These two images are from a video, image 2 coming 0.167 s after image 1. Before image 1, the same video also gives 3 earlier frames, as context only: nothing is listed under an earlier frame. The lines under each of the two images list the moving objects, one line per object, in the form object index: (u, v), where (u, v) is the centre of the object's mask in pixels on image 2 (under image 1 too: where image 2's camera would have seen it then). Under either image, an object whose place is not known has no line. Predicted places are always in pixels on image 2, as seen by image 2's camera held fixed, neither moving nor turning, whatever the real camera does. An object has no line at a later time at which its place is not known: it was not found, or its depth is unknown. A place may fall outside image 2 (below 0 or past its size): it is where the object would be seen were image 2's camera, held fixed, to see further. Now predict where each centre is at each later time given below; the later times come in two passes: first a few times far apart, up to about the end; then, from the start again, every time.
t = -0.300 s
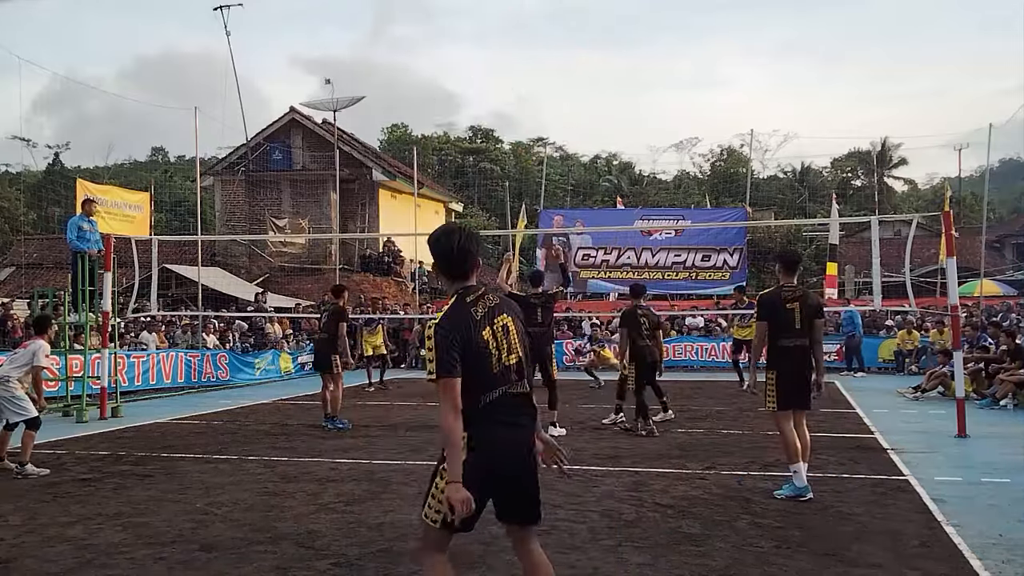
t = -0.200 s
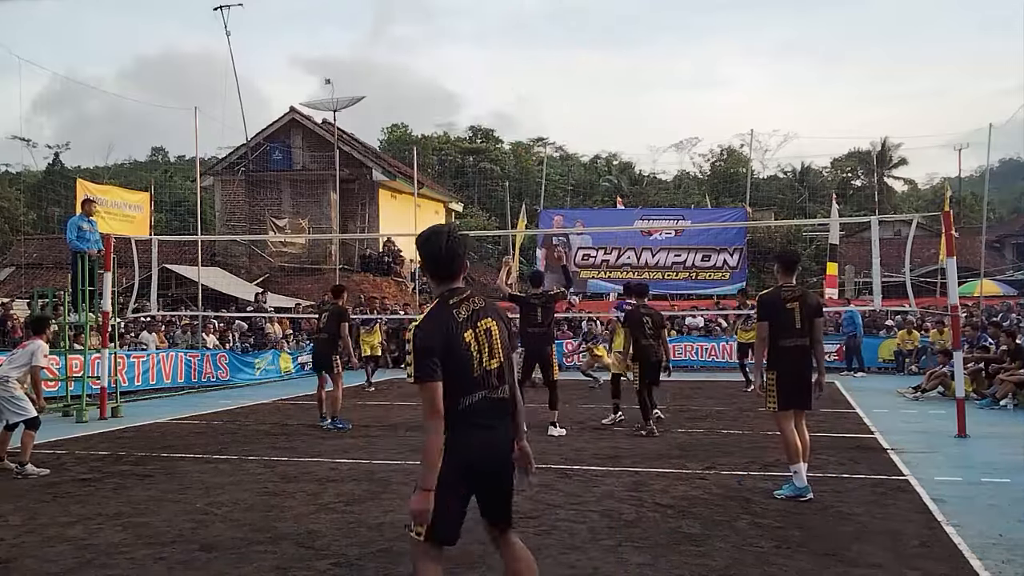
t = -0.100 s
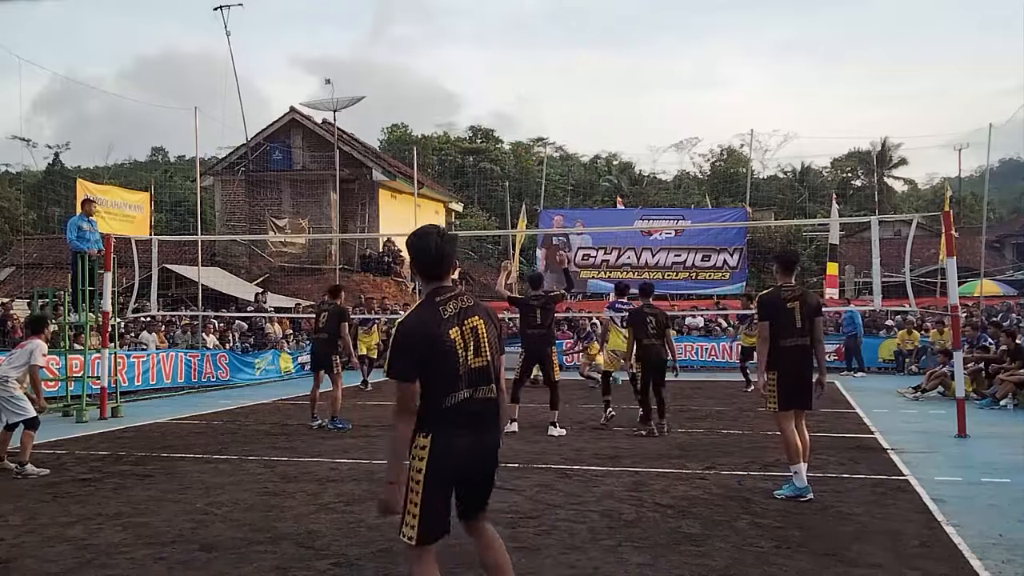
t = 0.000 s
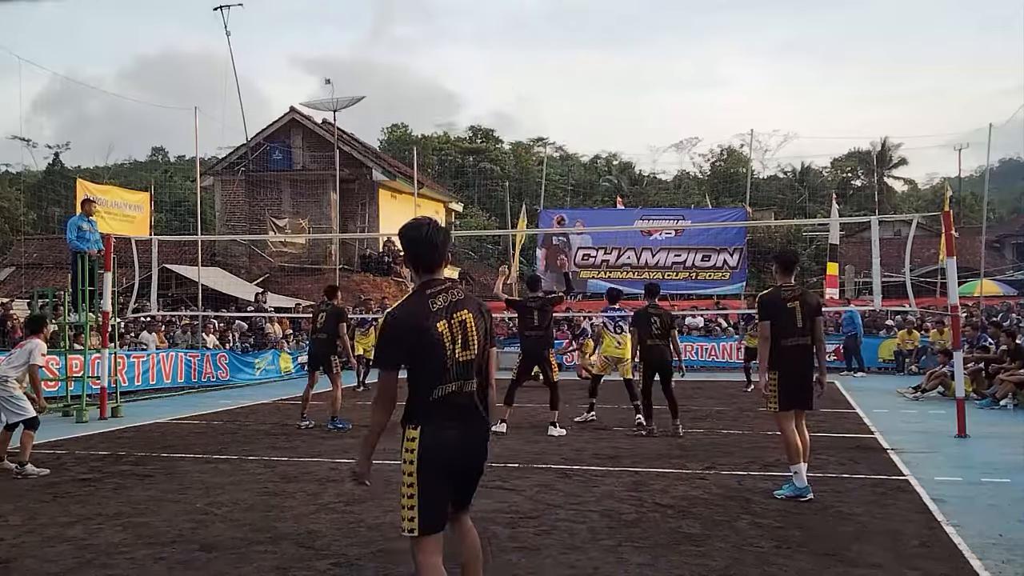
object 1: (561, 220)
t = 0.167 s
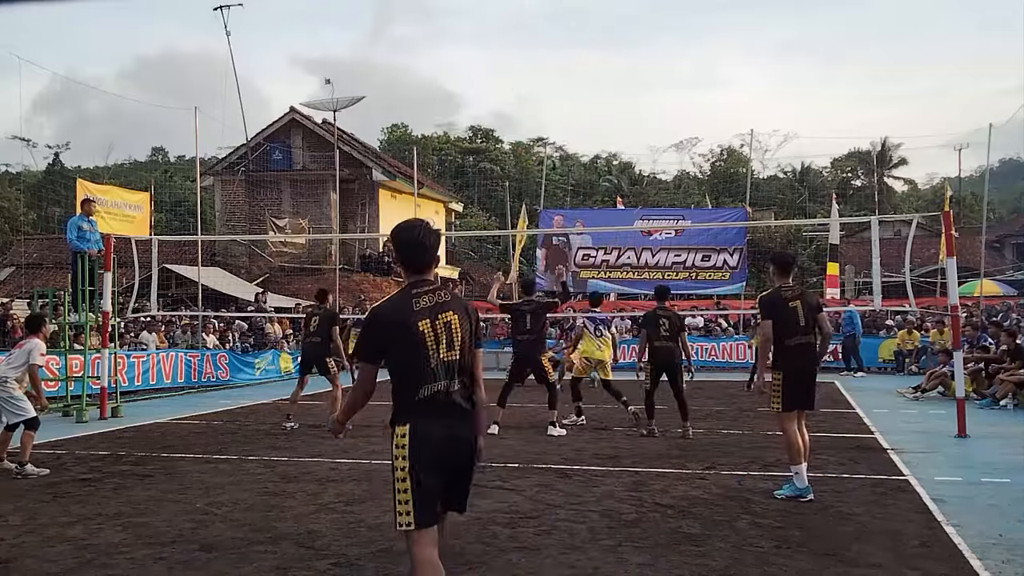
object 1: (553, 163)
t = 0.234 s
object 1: (549, 146)
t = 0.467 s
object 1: (536, 98)
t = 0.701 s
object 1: (523, 82)
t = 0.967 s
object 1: (506, 107)
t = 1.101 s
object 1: (496, 141)
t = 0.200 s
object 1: (551, 153)
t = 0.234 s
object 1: (549, 146)
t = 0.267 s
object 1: (547, 138)
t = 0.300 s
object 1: (546, 130)
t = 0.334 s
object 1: (544, 122)
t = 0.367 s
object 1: (542, 115)
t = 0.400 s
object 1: (540, 109)
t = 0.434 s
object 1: (538, 103)
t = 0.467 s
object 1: (536, 98)
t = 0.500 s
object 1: (535, 94)
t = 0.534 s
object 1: (533, 90)
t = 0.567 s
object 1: (531, 87)
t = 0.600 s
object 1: (529, 85)
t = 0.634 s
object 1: (527, 83)
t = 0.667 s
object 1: (525, 82)
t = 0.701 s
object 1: (523, 82)
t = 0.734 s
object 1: (521, 82)
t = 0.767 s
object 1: (518, 84)
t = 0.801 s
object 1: (517, 85)
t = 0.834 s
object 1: (514, 88)
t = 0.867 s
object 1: (512, 91)
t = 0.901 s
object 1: (510, 96)
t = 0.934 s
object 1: (508, 101)
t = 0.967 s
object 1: (506, 107)
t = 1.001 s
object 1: (503, 114)
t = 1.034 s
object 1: (501, 122)
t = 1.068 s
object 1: (499, 132)
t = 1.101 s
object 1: (496, 141)
